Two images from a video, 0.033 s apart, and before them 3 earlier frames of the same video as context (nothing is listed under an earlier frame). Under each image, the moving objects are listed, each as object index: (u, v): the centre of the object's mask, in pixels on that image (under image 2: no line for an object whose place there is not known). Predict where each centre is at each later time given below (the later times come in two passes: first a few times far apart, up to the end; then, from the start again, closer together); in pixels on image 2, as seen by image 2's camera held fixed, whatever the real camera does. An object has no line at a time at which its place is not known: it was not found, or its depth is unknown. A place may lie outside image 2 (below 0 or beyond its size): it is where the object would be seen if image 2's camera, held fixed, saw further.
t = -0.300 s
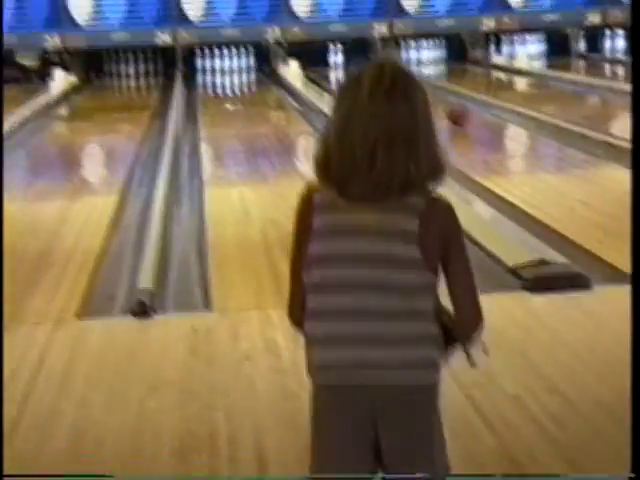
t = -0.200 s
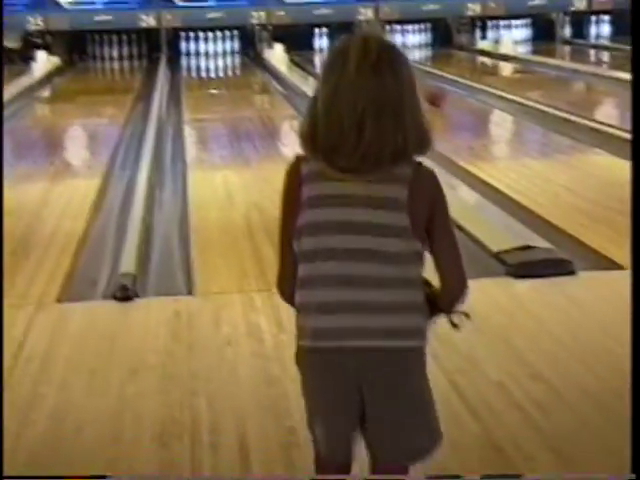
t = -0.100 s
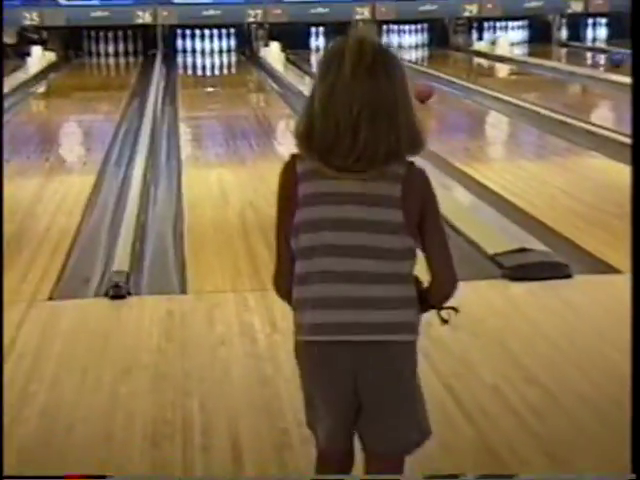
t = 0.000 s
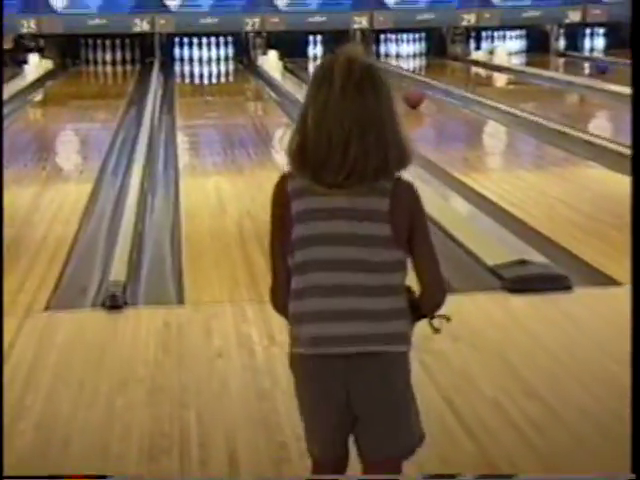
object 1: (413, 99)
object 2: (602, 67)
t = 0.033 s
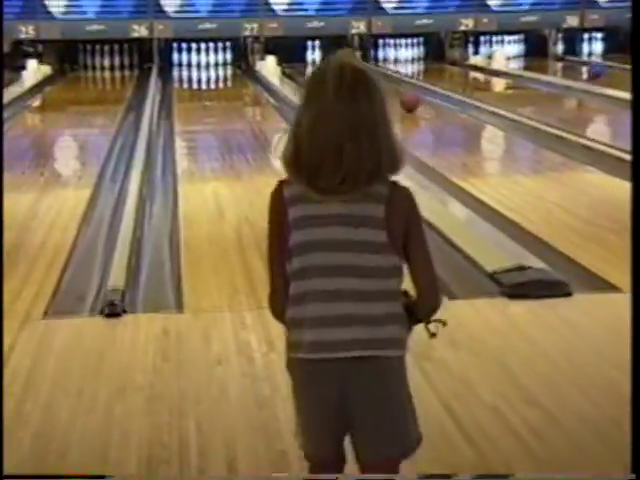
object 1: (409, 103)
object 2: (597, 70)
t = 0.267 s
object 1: (394, 97)
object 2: (570, 68)
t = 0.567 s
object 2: (540, 62)
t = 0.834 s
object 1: (361, 81)
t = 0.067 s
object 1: (407, 101)
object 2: (593, 70)
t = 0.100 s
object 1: (405, 101)
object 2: (587, 70)
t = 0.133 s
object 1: (402, 100)
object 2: (582, 69)
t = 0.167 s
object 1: (400, 100)
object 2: (578, 68)
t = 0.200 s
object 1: (398, 98)
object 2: (575, 67)
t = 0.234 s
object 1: (397, 98)
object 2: (573, 67)
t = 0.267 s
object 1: (394, 97)
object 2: (570, 68)
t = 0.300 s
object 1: (392, 97)
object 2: (569, 65)
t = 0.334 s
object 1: (390, 97)
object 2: (567, 66)
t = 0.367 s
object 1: (388, 96)
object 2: (565, 66)
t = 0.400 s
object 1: (386, 96)
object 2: (565, 64)
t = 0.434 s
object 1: (385, 95)
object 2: (551, 65)
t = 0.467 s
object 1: (383, 93)
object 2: (547, 64)
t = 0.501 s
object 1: (383, 91)
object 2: (545, 63)
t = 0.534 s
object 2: (541, 63)
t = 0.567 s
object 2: (540, 62)
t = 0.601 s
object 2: (537, 62)
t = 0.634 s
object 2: (534, 61)
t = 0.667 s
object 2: (531, 61)
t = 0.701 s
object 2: (529, 61)
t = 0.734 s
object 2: (526, 61)
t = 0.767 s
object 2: (522, 59)
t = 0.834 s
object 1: (361, 81)
